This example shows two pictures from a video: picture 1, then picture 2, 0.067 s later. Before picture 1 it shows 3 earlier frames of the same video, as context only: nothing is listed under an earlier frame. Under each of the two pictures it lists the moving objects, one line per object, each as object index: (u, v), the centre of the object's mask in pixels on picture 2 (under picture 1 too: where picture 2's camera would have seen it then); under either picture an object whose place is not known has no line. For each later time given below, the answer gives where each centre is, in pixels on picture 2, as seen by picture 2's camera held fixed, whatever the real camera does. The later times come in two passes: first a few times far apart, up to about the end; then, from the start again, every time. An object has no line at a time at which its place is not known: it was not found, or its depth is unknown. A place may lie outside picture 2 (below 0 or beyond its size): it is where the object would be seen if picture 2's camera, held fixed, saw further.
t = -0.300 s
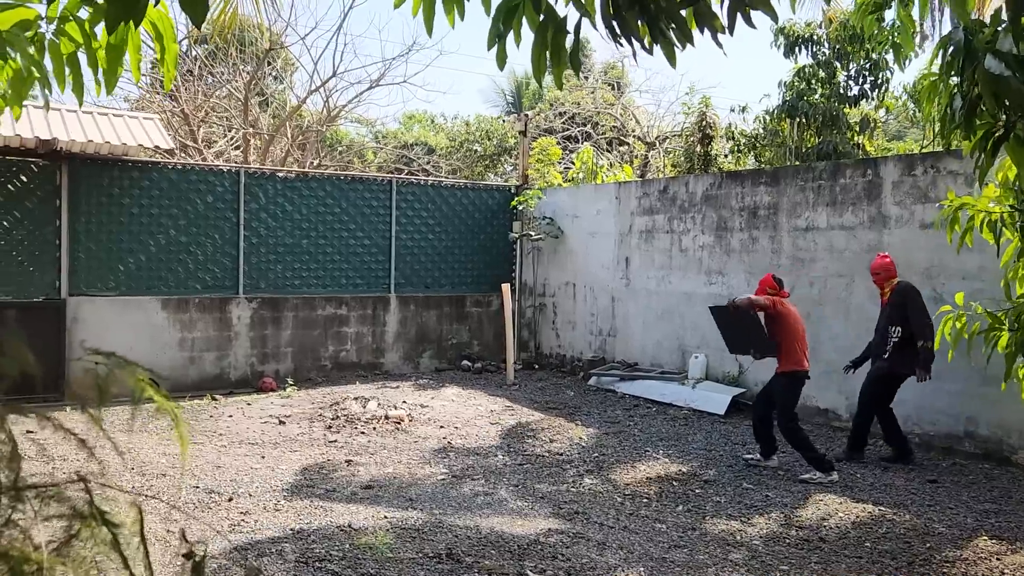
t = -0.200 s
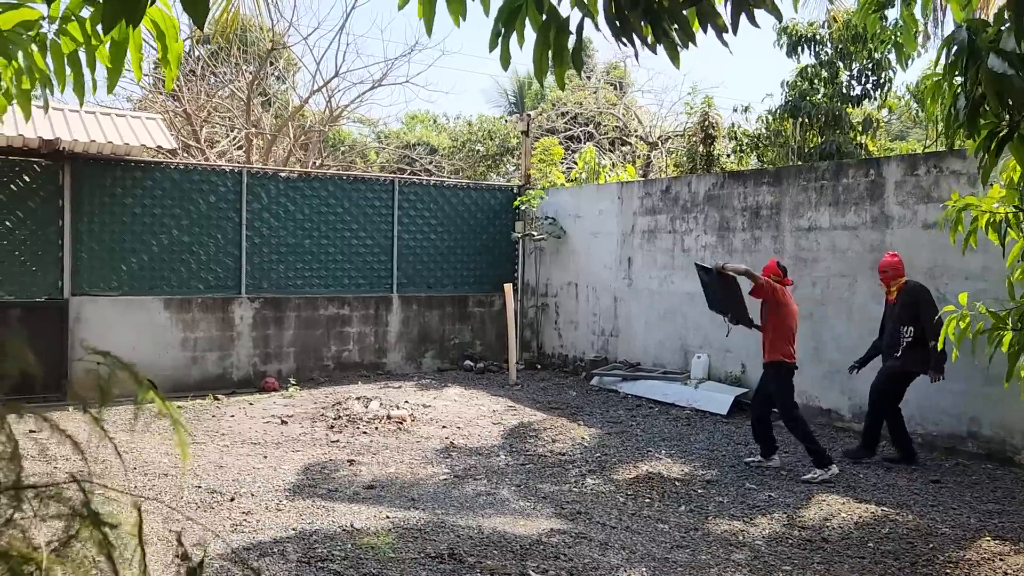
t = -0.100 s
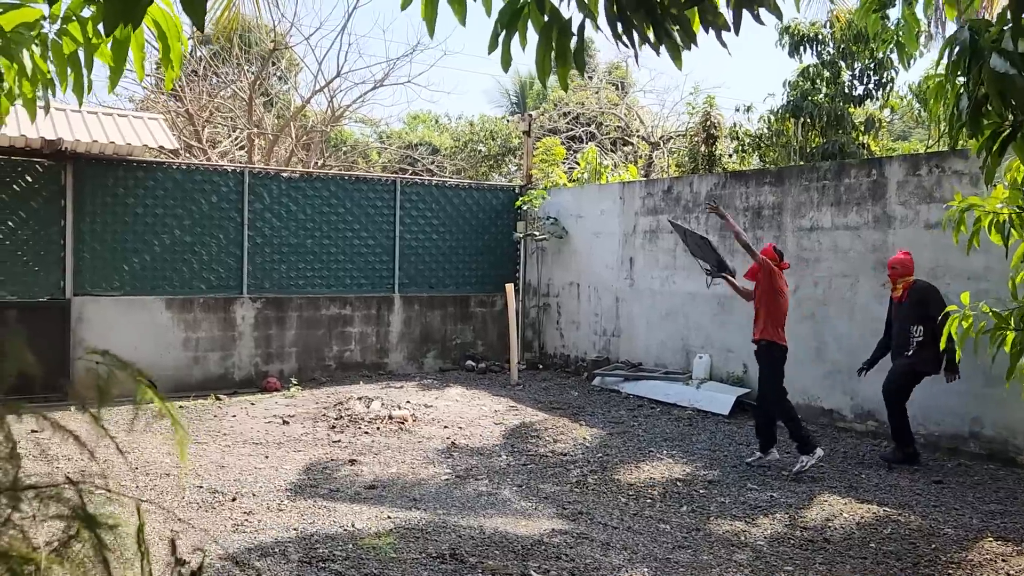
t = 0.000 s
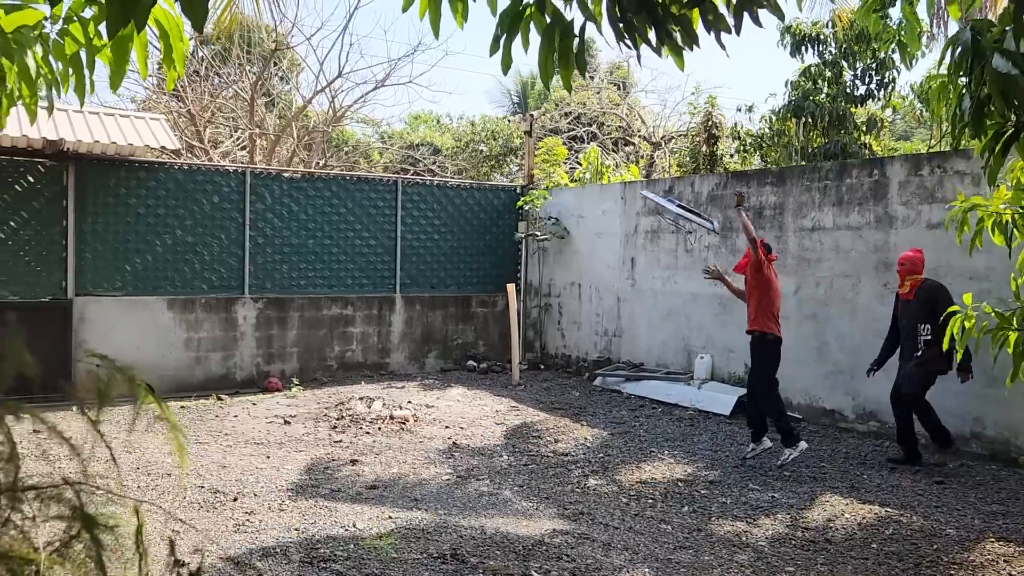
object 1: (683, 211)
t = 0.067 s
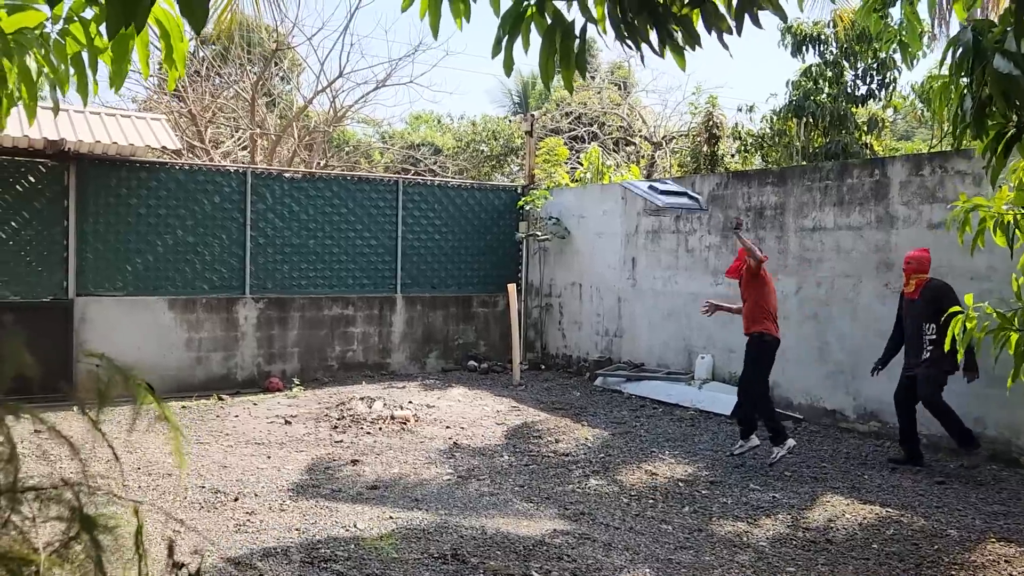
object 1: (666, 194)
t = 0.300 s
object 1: (610, 181)
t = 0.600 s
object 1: (543, 244)
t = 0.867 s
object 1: (486, 366)
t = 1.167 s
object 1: (489, 387)
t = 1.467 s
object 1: (507, 403)
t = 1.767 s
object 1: (511, 405)
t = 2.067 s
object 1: (509, 406)
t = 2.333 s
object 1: (509, 406)
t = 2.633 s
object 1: (509, 405)
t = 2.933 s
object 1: (509, 405)
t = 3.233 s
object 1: (508, 405)
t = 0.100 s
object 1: (658, 189)
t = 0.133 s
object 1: (649, 184)
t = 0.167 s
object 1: (641, 181)
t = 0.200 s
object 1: (633, 180)
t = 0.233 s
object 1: (625, 179)
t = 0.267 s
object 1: (618, 180)
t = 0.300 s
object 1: (610, 181)
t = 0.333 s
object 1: (602, 184)
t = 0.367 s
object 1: (595, 188)
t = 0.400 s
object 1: (587, 193)
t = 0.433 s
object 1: (580, 199)
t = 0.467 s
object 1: (573, 205)
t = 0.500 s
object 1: (565, 214)
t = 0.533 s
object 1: (558, 225)
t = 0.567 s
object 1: (551, 233)
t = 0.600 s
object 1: (543, 244)
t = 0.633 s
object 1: (535, 257)
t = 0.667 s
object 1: (528, 270)
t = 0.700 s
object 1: (522, 285)
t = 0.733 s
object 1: (511, 300)
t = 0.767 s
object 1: (506, 316)
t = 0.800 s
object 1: (499, 331)
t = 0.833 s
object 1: (492, 348)
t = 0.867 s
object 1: (486, 366)
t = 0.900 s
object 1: (479, 386)
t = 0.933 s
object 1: (474, 402)
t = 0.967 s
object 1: (476, 399)
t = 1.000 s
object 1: (481, 400)
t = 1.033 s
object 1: (487, 398)
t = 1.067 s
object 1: (488, 397)
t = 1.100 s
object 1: (487, 392)
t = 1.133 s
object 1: (487, 389)
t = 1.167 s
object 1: (489, 387)
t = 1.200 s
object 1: (490, 387)
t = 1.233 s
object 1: (491, 386)
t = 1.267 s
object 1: (491, 387)
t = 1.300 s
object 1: (493, 390)
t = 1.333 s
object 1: (497, 393)
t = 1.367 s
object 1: (495, 395)
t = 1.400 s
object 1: (499, 402)
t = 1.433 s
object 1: (509, 405)
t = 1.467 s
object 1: (507, 403)
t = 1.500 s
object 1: (509, 402)
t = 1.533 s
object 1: (510, 401)
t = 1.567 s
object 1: (511, 401)
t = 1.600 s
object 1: (511, 401)
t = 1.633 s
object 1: (512, 403)
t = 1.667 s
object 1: (511, 404)
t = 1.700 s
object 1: (511, 405)
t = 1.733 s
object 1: (511, 405)
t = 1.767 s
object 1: (511, 405)
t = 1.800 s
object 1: (510, 405)
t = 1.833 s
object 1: (510, 405)
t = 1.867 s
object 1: (510, 406)
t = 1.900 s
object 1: (508, 406)
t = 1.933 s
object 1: (509, 406)
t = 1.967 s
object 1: (509, 406)
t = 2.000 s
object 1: (509, 406)
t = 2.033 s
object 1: (509, 406)
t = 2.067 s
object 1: (509, 406)
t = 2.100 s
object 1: (509, 406)
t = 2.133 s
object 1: (510, 406)
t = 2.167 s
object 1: (510, 406)
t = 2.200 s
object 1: (510, 406)
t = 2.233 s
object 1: (510, 406)
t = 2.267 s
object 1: (509, 406)
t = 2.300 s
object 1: (509, 406)
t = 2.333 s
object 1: (509, 406)
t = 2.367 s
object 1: (510, 405)
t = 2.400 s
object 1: (509, 405)
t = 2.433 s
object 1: (509, 406)
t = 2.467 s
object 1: (509, 406)
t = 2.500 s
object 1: (509, 406)
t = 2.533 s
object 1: (509, 405)
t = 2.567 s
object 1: (509, 405)
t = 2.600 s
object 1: (510, 405)
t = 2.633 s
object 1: (509, 405)
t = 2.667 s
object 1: (509, 406)
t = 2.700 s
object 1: (509, 405)
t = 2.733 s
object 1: (509, 405)
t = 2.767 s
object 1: (509, 405)
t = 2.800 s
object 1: (509, 405)
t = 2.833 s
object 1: (509, 405)
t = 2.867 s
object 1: (509, 405)
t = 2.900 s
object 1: (509, 405)
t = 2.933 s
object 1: (509, 405)
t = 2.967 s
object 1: (508, 406)
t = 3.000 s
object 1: (508, 405)
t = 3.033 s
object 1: (508, 405)
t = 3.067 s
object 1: (508, 405)
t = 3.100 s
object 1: (508, 405)
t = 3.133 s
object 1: (508, 405)
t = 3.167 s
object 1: (508, 405)
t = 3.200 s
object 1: (508, 405)
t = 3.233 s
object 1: (508, 405)
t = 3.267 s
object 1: (508, 405)
